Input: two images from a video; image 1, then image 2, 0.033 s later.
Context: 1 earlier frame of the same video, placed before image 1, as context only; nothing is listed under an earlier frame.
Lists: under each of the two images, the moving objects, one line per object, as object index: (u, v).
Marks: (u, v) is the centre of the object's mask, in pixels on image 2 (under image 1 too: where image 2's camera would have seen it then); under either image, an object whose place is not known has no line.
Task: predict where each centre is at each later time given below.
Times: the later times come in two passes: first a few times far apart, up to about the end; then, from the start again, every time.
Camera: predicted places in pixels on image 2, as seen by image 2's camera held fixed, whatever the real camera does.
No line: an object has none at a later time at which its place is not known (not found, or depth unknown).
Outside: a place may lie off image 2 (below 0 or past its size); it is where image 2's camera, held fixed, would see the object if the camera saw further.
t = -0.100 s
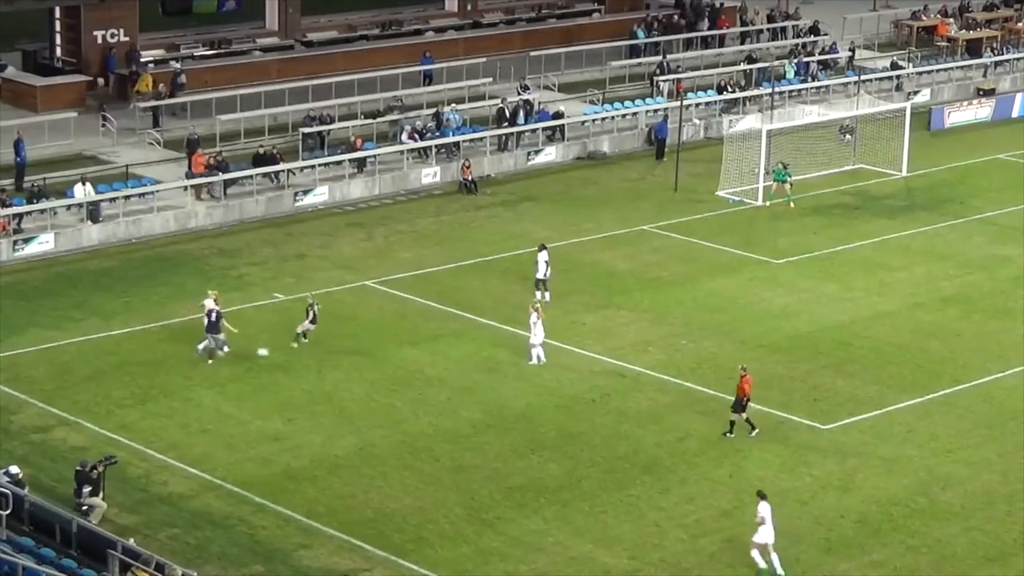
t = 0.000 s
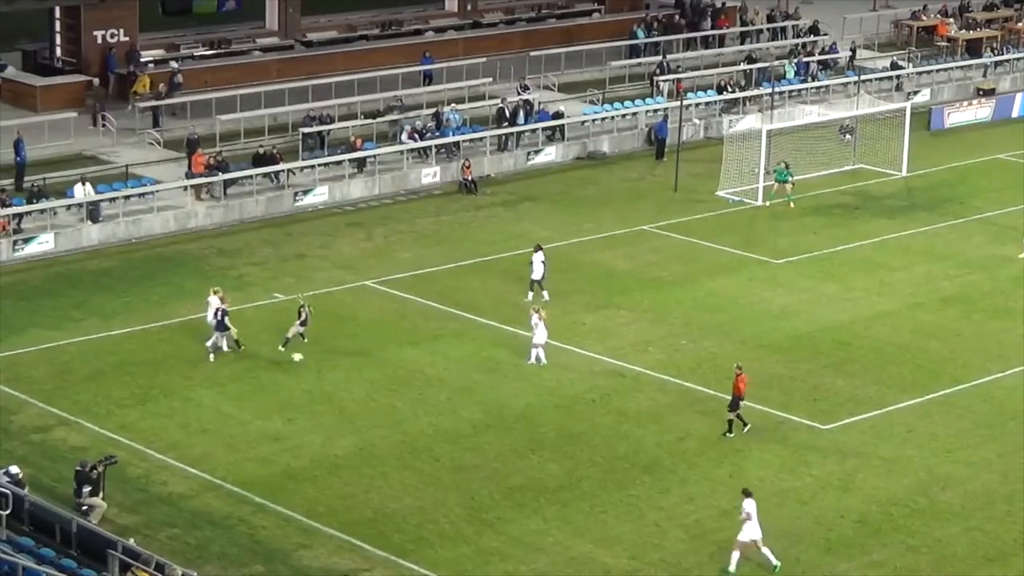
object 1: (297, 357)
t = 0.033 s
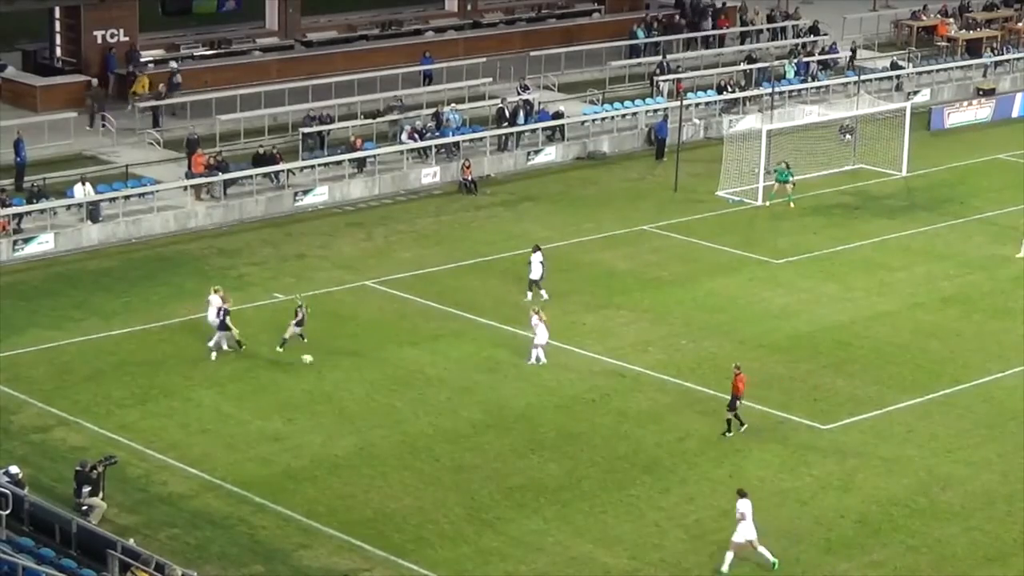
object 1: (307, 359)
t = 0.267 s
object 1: (372, 366)
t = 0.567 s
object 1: (451, 378)
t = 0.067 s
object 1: (317, 360)
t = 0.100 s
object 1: (327, 361)
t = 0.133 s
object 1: (336, 362)
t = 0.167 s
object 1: (345, 362)
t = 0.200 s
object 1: (354, 363)
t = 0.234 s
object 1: (363, 364)
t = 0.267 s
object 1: (372, 366)
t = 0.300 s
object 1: (381, 368)
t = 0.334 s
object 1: (390, 370)
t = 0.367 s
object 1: (399, 370)
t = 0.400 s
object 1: (407, 371)
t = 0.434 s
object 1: (416, 371)
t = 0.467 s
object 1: (425, 373)
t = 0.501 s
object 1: (434, 375)
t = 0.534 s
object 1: (443, 377)
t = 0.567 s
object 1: (451, 378)
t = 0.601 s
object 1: (459, 378)
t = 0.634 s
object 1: (469, 379)
